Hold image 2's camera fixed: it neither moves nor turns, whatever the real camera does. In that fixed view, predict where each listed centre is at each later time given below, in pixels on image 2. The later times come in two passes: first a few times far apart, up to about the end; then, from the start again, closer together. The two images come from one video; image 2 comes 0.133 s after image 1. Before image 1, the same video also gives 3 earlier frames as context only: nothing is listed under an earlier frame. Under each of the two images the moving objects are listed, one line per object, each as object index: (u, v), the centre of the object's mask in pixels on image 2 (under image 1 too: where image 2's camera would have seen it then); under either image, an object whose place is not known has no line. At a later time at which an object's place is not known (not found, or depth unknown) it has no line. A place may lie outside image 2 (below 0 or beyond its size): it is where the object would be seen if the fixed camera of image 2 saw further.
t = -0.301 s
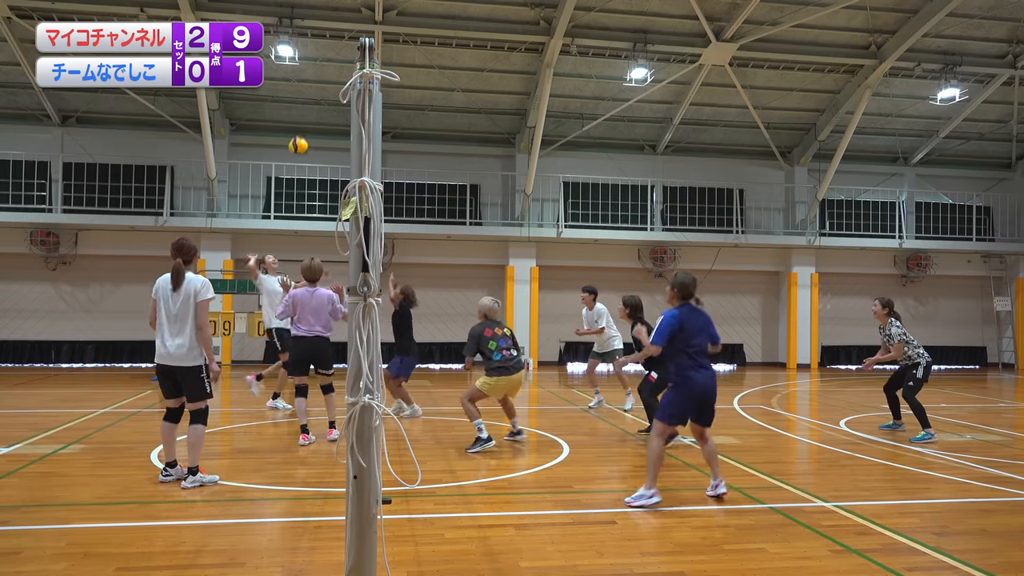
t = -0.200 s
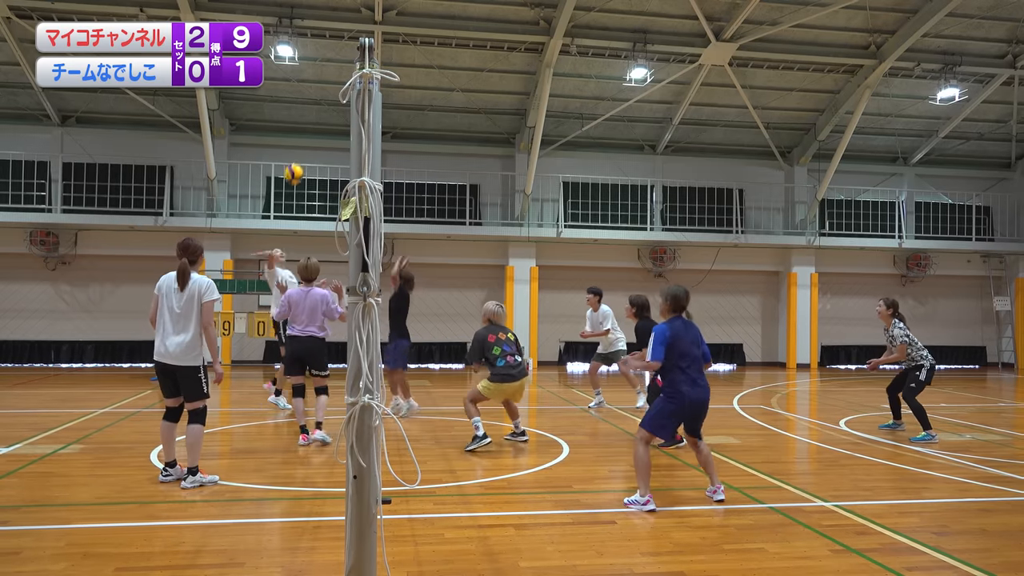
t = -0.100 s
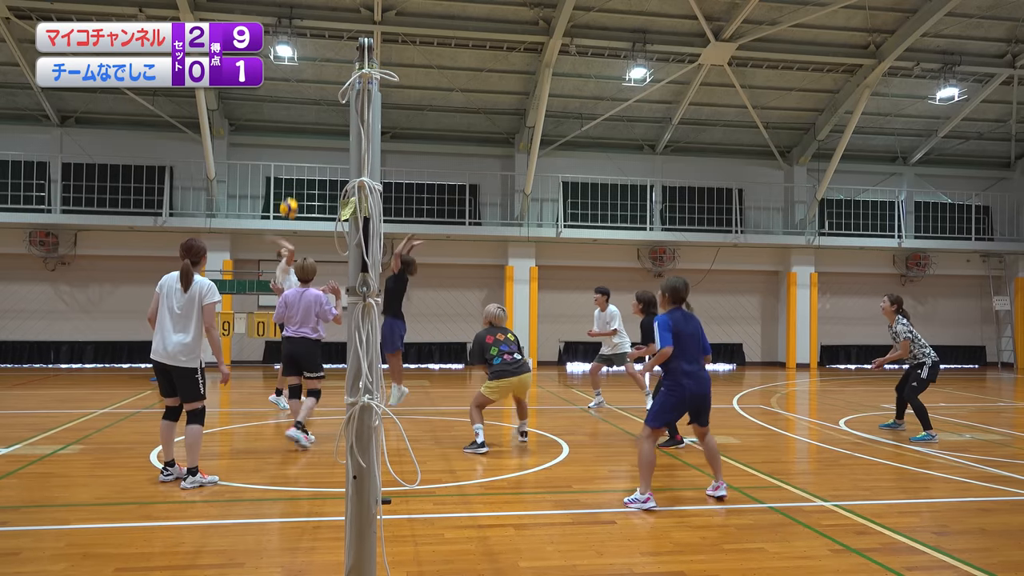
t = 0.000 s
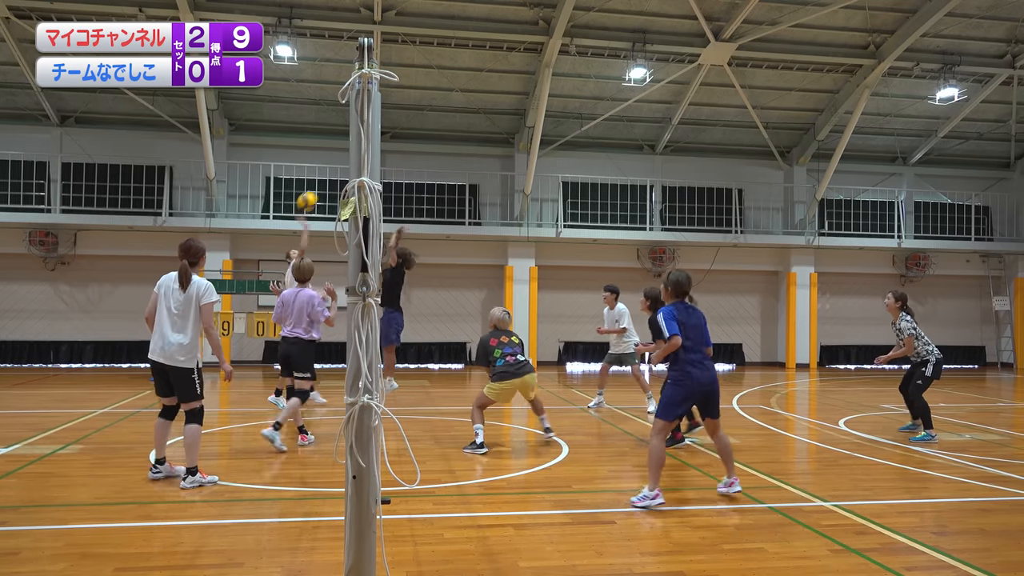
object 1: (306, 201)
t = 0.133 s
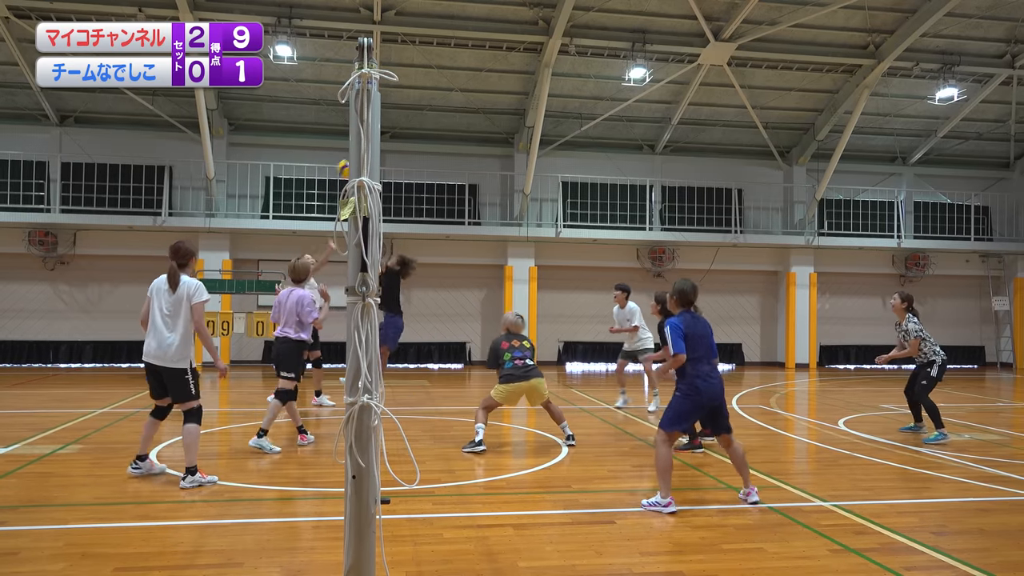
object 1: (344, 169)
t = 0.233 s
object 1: (383, 153)
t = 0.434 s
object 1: (438, 150)
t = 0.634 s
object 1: (502, 184)
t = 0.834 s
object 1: (566, 258)
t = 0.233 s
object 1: (383, 153)
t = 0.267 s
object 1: (388, 150)
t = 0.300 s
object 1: (397, 148)
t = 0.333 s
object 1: (407, 147)
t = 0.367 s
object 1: (417, 147)
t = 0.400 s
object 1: (428, 148)
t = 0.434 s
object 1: (438, 150)
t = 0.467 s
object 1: (449, 153)
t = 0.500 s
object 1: (459, 157)
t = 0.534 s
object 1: (470, 162)
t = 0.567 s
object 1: (480, 168)
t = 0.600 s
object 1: (491, 175)
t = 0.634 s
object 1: (502, 184)
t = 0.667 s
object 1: (512, 194)
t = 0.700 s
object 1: (523, 203)
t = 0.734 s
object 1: (534, 216)
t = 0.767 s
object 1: (545, 229)
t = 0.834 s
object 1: (566, 258)
